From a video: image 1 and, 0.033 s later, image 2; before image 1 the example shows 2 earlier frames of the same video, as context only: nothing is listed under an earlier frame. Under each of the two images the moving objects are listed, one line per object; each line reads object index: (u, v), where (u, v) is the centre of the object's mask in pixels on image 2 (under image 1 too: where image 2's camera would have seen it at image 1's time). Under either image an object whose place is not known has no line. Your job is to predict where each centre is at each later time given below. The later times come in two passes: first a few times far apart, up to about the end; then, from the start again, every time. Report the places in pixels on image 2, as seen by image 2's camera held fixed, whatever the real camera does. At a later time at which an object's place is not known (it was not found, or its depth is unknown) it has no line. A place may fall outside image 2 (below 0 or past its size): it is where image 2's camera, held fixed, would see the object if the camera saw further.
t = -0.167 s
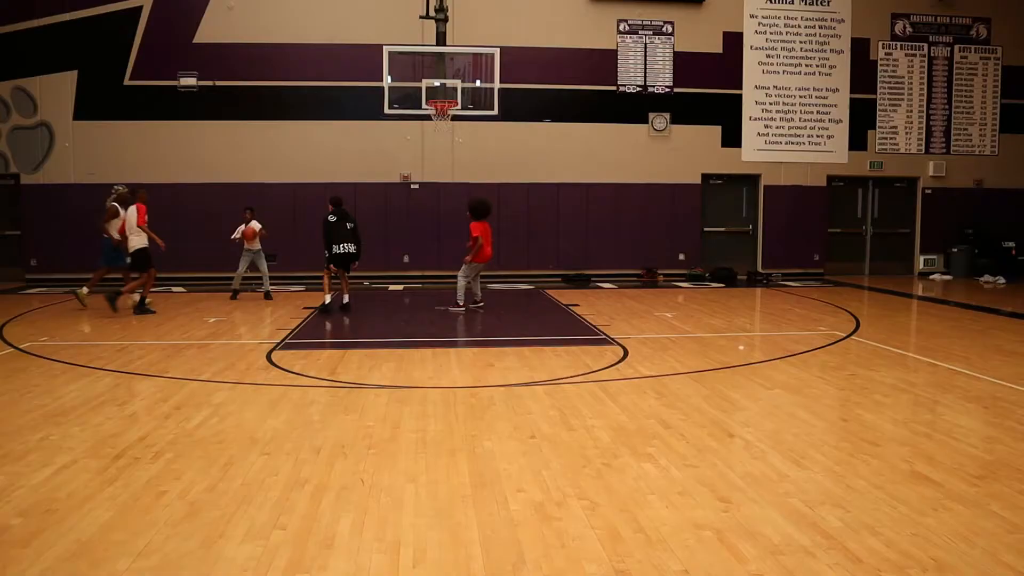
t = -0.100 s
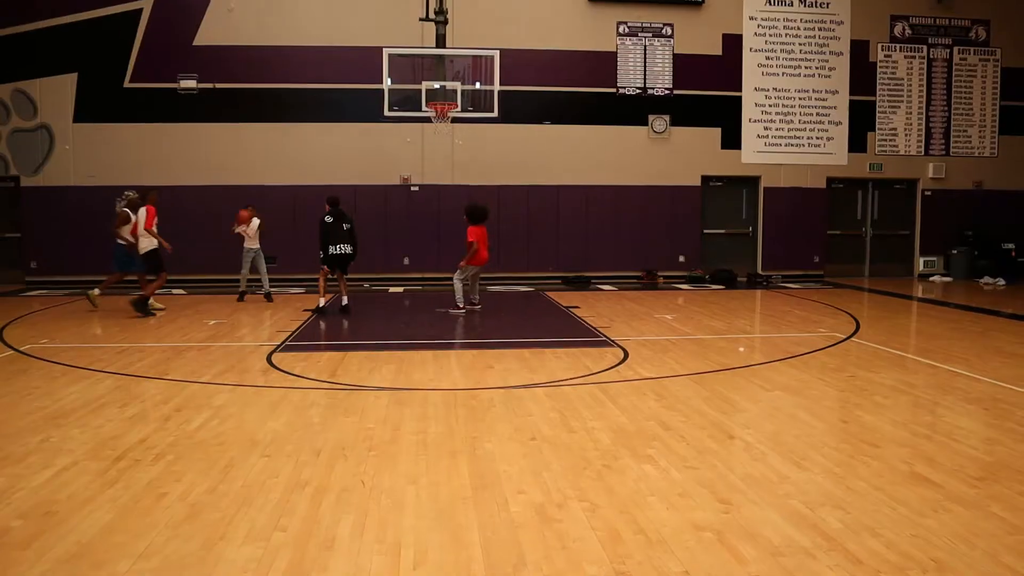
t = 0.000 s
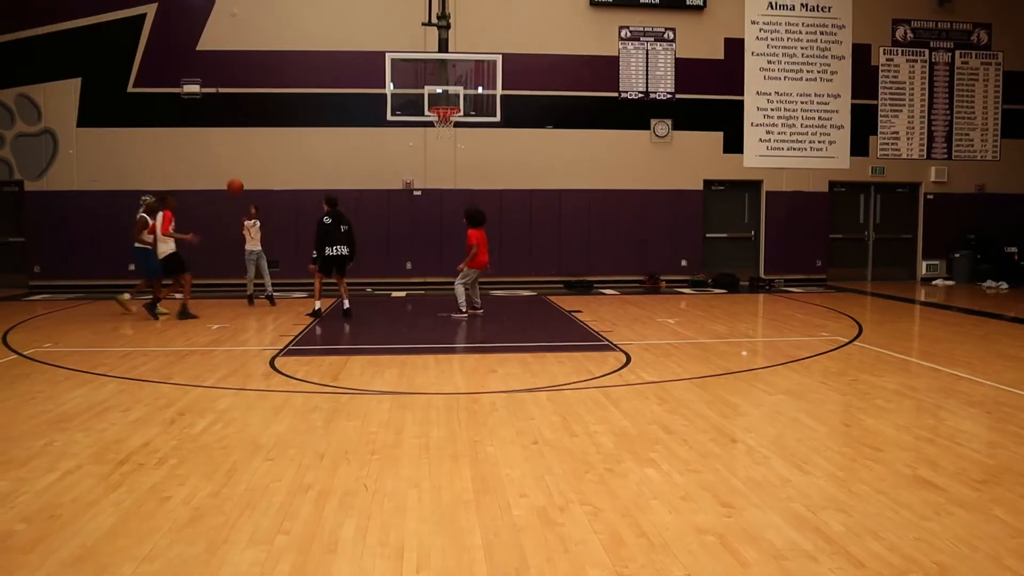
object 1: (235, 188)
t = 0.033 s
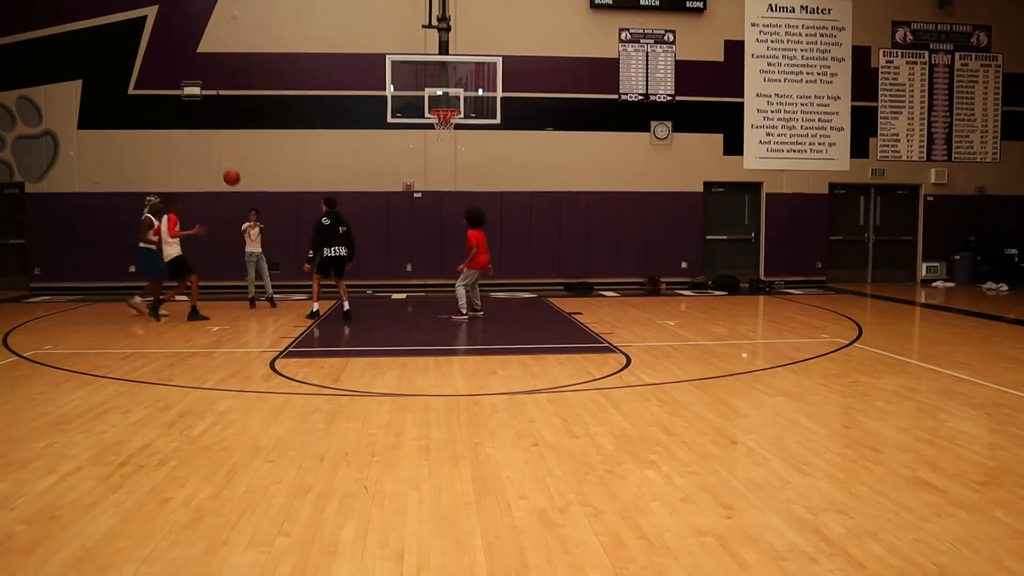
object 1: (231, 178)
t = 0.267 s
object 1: (201, 110)
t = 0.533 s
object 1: (156, 69)
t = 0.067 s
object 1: (227, 166)
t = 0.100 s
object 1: (223, 156)
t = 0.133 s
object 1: (219, 146)
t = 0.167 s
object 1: (215, 136)
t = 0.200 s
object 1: (210, 127)
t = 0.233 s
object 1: (206, 118)
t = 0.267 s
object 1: (201, 110)
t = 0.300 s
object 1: (196, 103)
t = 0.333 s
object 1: (190, 96)
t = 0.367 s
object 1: (185, 89)
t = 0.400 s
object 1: (180, 84)
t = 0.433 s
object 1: (174, 79)
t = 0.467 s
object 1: (168, 76)
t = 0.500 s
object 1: (162, 72)
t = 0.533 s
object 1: (156, 69)
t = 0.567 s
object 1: (149, 68)
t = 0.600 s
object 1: (142, 67)
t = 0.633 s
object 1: (135, 69)
